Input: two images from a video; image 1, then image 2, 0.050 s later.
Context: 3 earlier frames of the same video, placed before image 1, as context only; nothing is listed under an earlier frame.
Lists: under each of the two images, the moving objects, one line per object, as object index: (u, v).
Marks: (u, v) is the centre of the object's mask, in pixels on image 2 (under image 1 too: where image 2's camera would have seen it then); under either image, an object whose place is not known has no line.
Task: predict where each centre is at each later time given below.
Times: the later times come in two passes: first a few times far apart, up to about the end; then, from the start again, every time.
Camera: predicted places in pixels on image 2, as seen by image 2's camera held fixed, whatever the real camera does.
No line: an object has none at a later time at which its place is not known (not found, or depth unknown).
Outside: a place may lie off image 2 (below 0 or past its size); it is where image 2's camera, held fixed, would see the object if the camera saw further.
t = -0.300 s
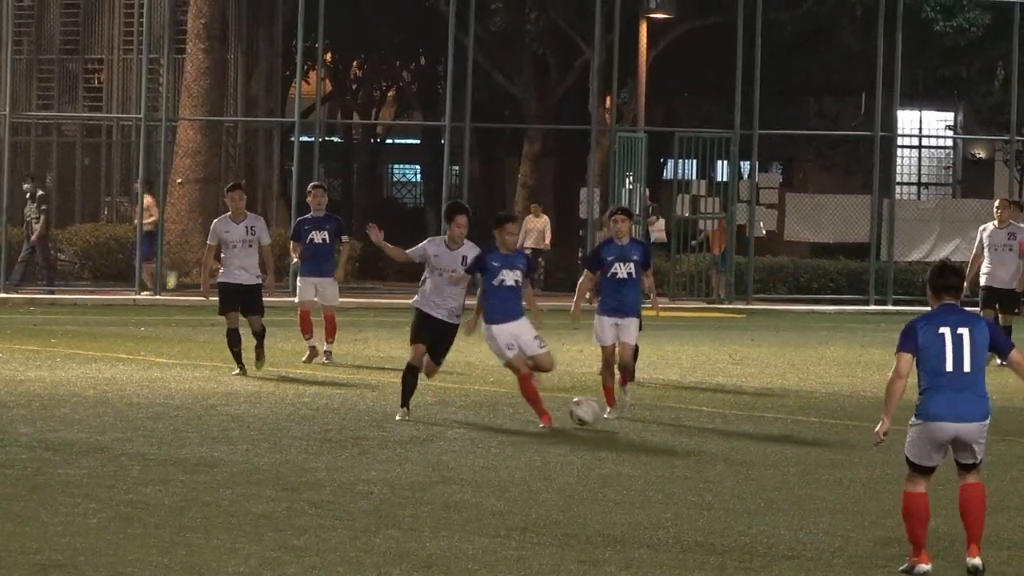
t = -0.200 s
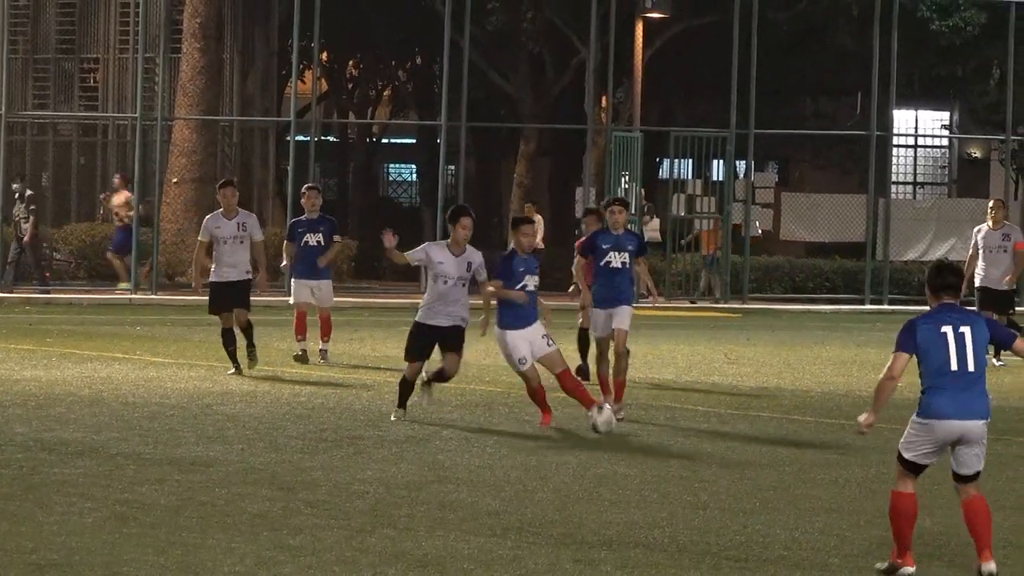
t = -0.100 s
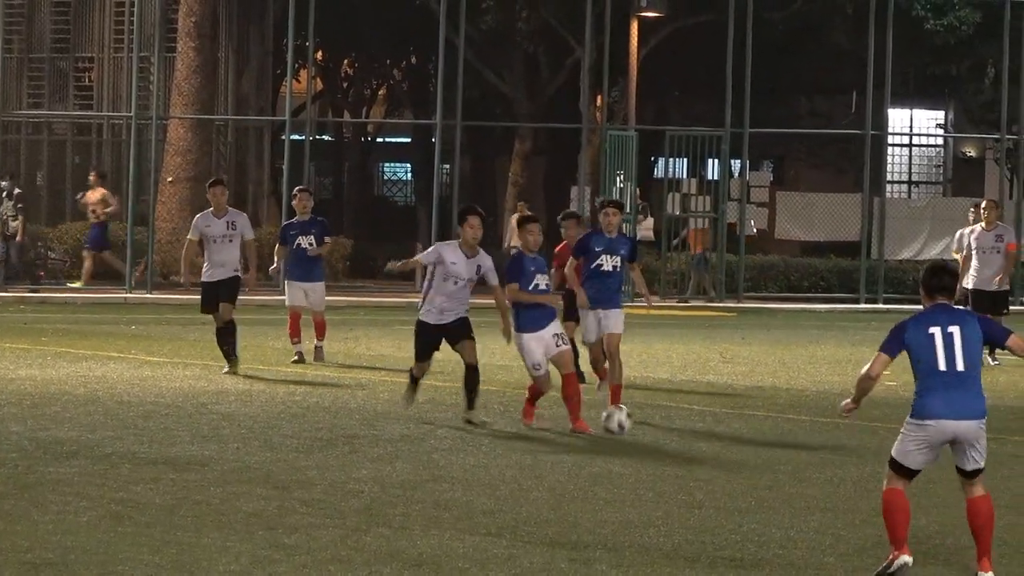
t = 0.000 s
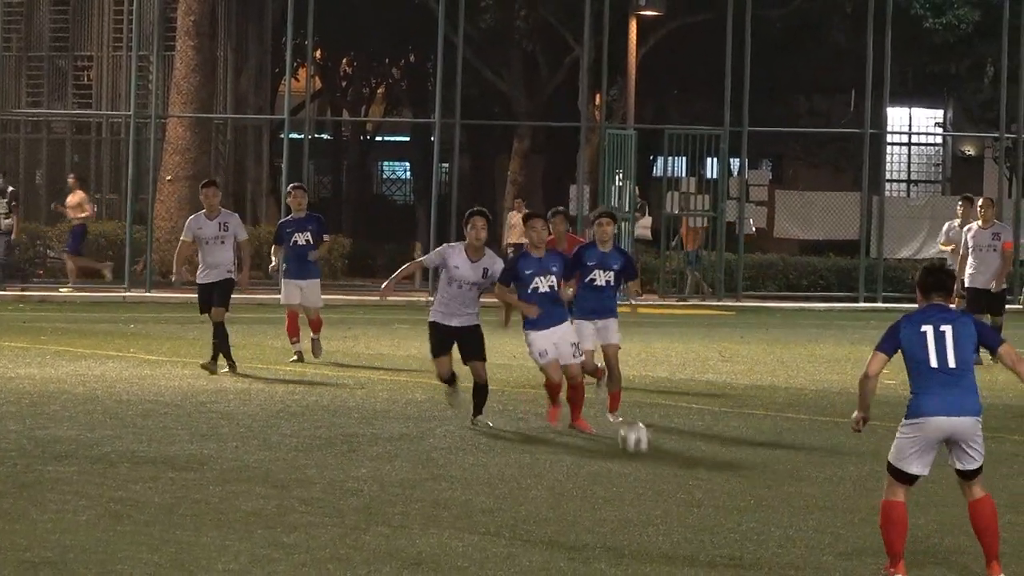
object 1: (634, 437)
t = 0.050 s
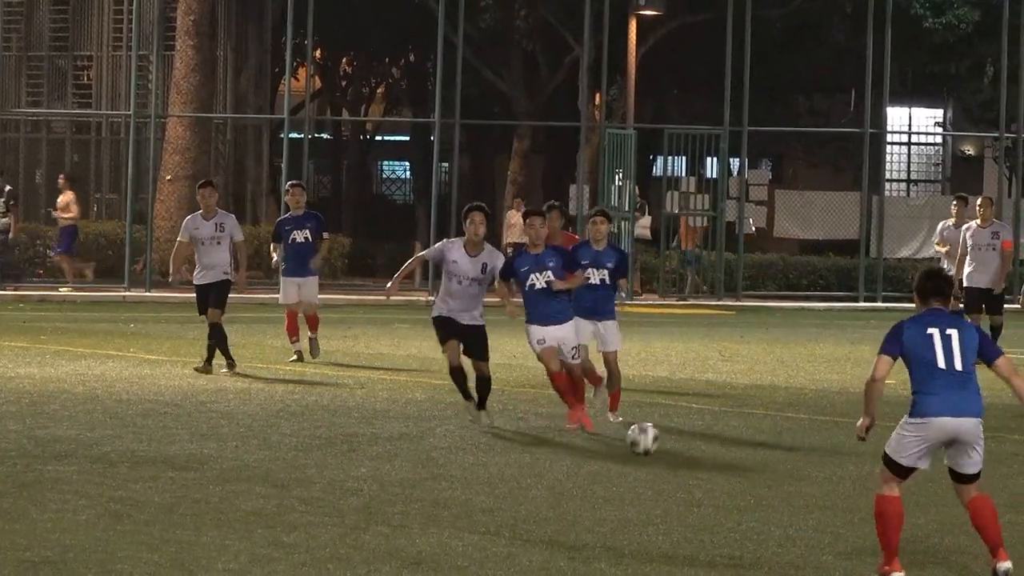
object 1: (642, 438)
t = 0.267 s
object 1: (679, 465)
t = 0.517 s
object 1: (713, 495)
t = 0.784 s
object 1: (746, 522)
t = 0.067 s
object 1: (645, 438)
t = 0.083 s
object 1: (649, 438)
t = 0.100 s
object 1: (651, 439)
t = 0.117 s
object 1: (654, 441)
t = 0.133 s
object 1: (657, 443)
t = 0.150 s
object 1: (660, 446)
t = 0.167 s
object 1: (663, 450)
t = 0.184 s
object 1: (666, 453)
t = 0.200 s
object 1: (668, 457)
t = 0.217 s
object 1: (671, 463)
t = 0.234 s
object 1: (673, 467)
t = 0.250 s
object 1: (676, 466)
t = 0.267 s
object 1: (679, 465)
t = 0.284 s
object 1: (681, 464)
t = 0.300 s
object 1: (684, 464)
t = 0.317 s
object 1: (686, 464)
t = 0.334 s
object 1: (688, 465)
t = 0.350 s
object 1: (690, 466)
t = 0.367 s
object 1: (693, 468)
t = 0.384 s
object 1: (695, 471)
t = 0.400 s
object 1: (698, 474)
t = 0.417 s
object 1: (700, 478)
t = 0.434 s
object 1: (701, 482)
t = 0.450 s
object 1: (704, 487)
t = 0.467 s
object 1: (707, 492)
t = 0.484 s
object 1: (709, 497)
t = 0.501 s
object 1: (711, 496)
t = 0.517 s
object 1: (713, 495)
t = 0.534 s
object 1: (715, 494)
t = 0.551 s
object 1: (717, 494)
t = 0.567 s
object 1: (720, 495)
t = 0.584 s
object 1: (721, 496)
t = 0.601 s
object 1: (723, 497)
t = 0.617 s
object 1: (725, 500)
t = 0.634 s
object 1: (727, 502)
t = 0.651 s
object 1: (730, 506)
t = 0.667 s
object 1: (731, 510)
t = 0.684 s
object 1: (733, 514)
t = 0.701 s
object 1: (735, 520)
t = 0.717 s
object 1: (737, 526)
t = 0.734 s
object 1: (740, 527)
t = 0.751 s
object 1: (742, 525)
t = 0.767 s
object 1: (744, 524)
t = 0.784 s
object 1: (746, 522)
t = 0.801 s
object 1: (749, 522)
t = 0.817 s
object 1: (751, 523)
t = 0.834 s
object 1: (753, 524)
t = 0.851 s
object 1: (755, 525)
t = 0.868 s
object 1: (758, 527)
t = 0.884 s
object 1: (760, 530)
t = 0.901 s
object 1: (762, 534)
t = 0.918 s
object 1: (765, 538)
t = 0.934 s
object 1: (767, 542)
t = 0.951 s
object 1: (770, 548)
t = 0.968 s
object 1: (772, 554)
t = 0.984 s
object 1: (773, 560)
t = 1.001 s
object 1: (777, 561)
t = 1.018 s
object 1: (779, 560)
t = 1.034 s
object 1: (783, 560)
